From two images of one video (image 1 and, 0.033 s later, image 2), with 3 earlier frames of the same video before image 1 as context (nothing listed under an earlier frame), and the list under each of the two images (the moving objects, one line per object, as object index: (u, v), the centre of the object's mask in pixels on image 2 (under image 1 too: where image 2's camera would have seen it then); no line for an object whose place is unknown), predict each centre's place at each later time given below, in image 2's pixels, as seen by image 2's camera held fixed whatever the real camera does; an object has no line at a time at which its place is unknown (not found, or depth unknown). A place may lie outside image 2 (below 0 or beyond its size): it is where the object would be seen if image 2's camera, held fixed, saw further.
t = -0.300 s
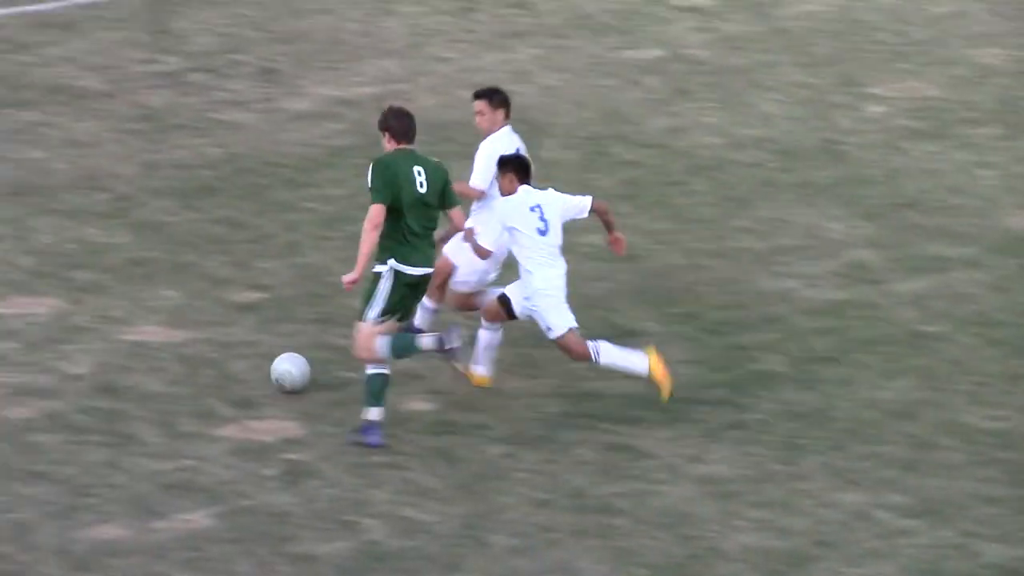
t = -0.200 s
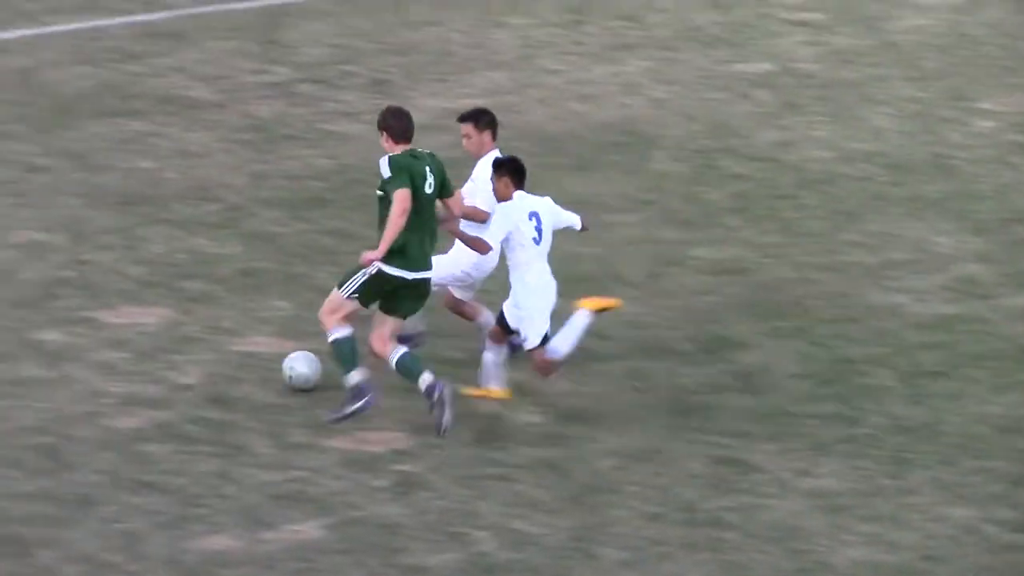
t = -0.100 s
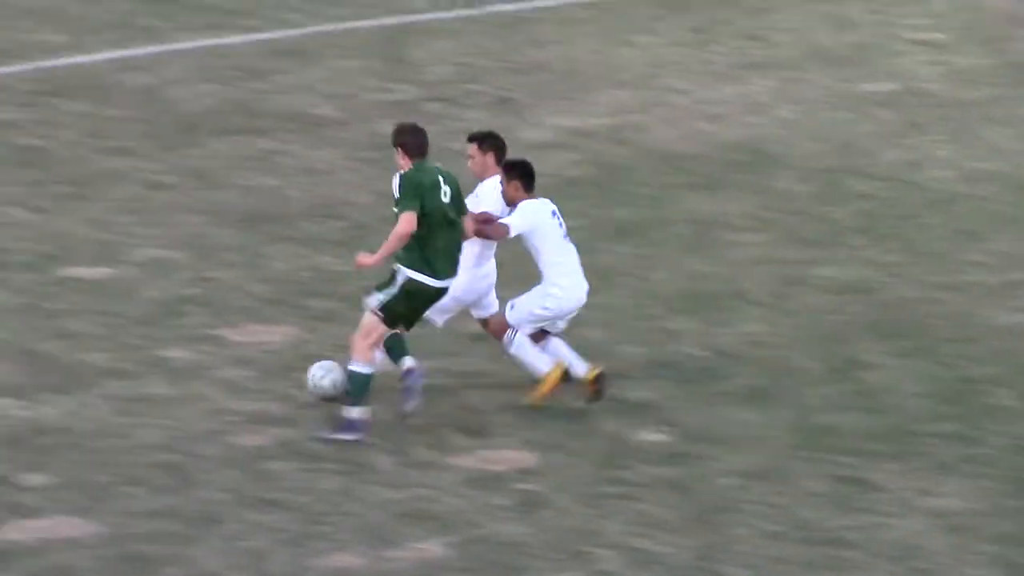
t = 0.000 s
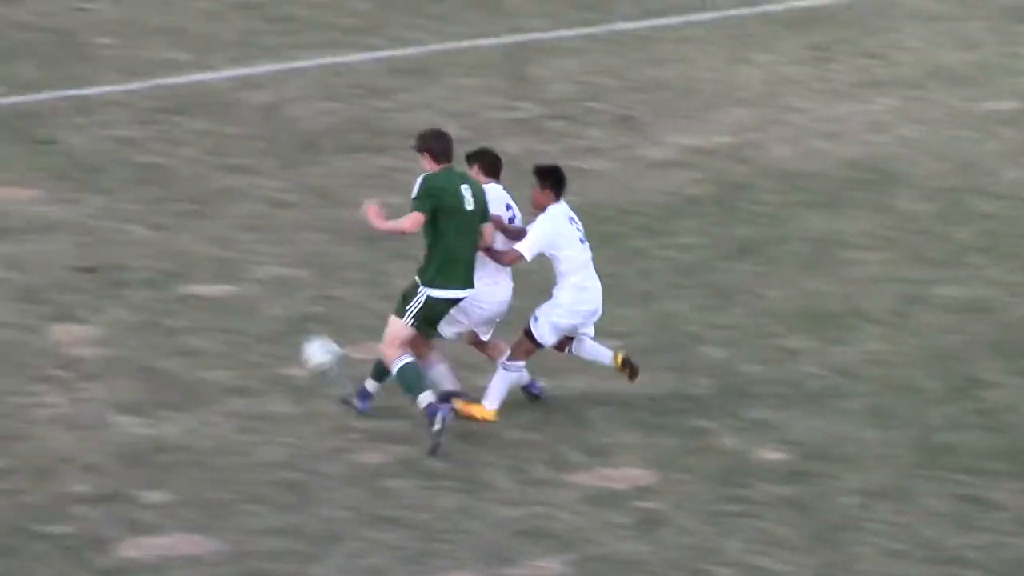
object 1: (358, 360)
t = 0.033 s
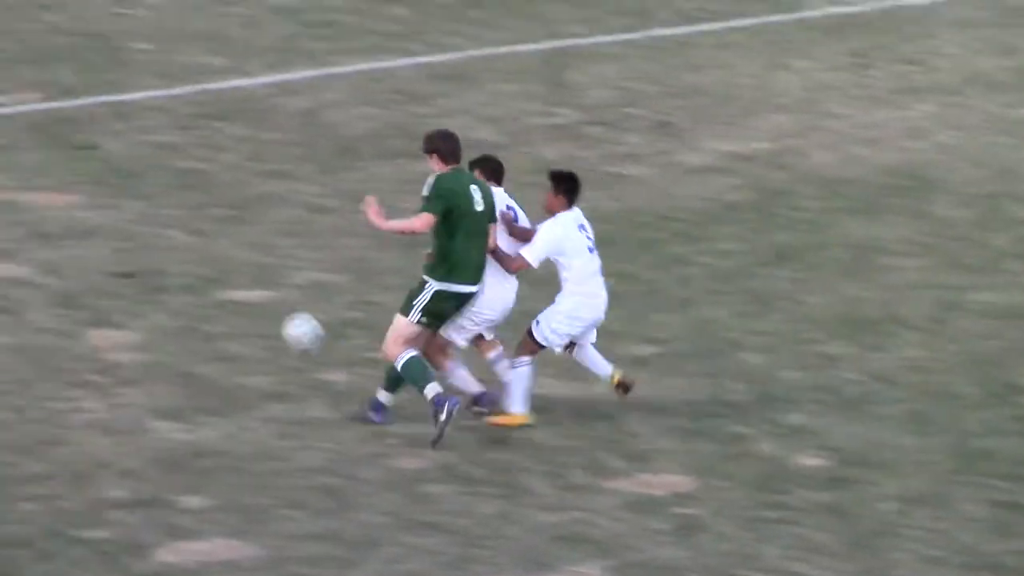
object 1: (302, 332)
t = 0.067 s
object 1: (243, 306)
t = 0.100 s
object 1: (186, 282)
